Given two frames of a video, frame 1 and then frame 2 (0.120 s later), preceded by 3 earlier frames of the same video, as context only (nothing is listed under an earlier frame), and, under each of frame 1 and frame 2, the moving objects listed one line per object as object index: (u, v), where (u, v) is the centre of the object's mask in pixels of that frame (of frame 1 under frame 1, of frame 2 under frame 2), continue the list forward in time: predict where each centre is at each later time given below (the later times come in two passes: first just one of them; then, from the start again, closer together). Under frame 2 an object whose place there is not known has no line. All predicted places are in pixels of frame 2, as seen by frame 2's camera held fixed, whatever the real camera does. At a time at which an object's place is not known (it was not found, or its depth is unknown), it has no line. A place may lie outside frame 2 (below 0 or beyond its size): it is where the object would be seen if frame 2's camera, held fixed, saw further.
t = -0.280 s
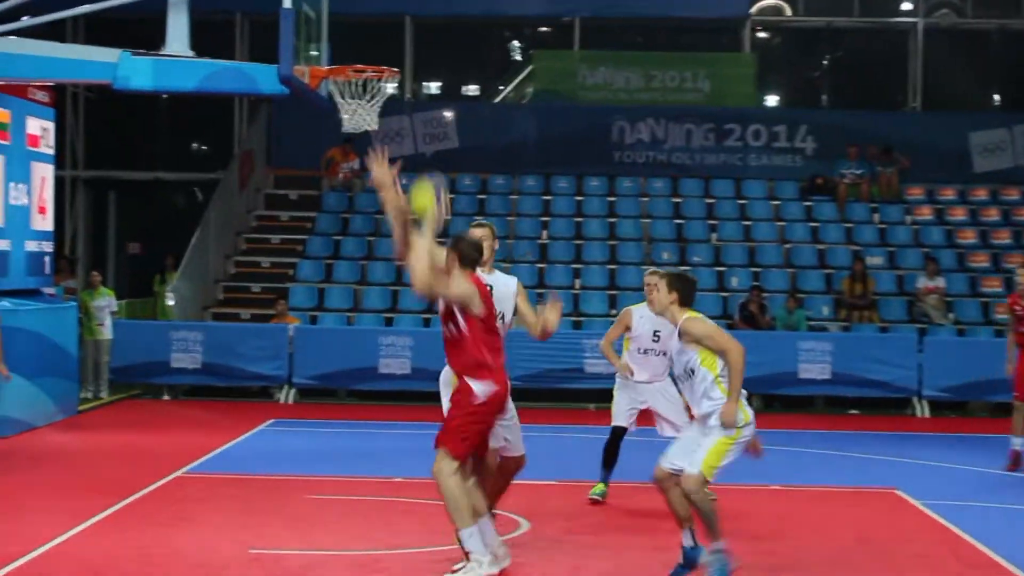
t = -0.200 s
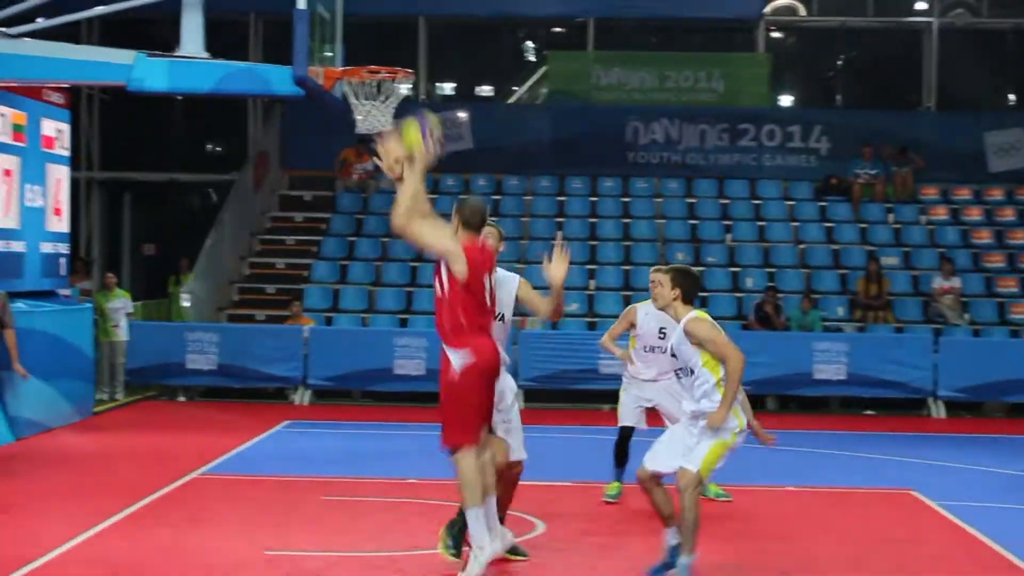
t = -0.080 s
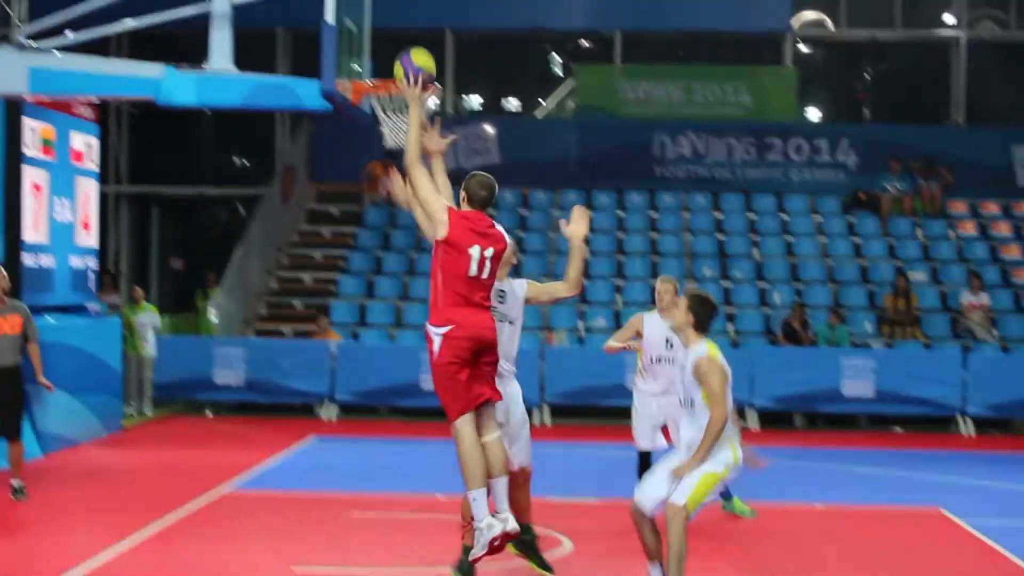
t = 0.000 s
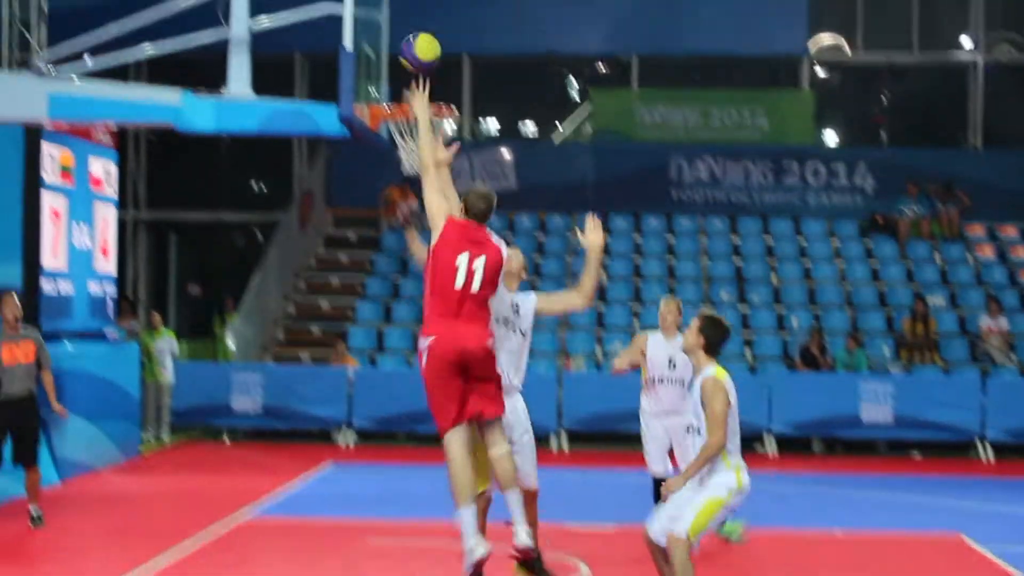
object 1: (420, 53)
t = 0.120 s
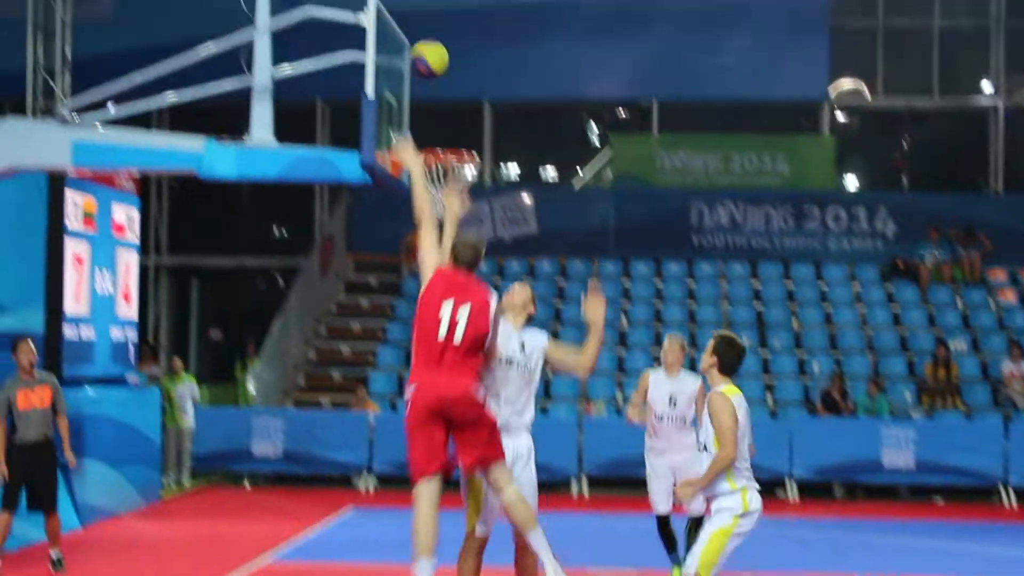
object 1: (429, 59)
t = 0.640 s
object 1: (438, 123)
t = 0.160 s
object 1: (423, 48)
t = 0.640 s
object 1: (438, 123)
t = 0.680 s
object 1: (444, 140)
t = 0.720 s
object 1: (448, 142)
